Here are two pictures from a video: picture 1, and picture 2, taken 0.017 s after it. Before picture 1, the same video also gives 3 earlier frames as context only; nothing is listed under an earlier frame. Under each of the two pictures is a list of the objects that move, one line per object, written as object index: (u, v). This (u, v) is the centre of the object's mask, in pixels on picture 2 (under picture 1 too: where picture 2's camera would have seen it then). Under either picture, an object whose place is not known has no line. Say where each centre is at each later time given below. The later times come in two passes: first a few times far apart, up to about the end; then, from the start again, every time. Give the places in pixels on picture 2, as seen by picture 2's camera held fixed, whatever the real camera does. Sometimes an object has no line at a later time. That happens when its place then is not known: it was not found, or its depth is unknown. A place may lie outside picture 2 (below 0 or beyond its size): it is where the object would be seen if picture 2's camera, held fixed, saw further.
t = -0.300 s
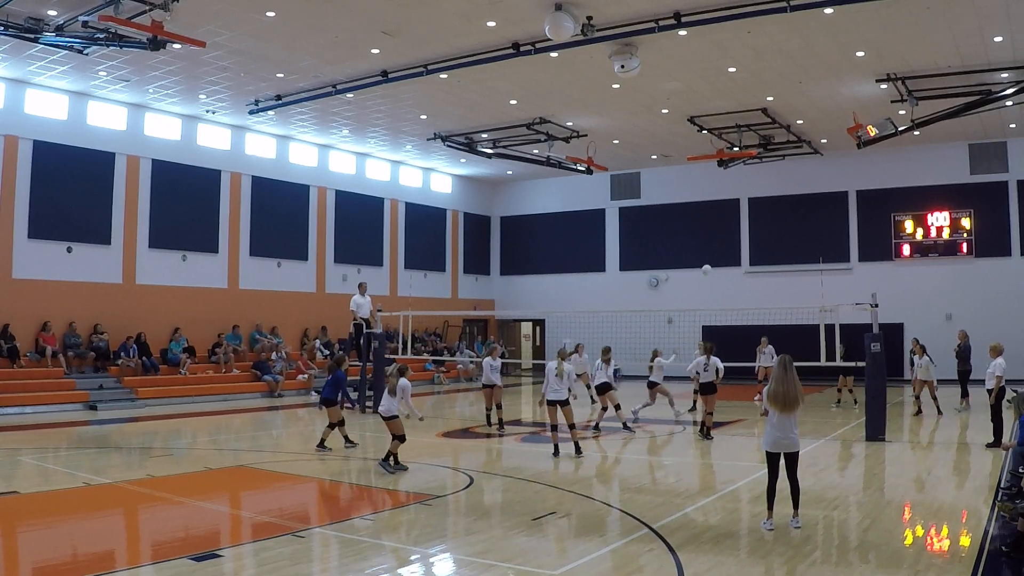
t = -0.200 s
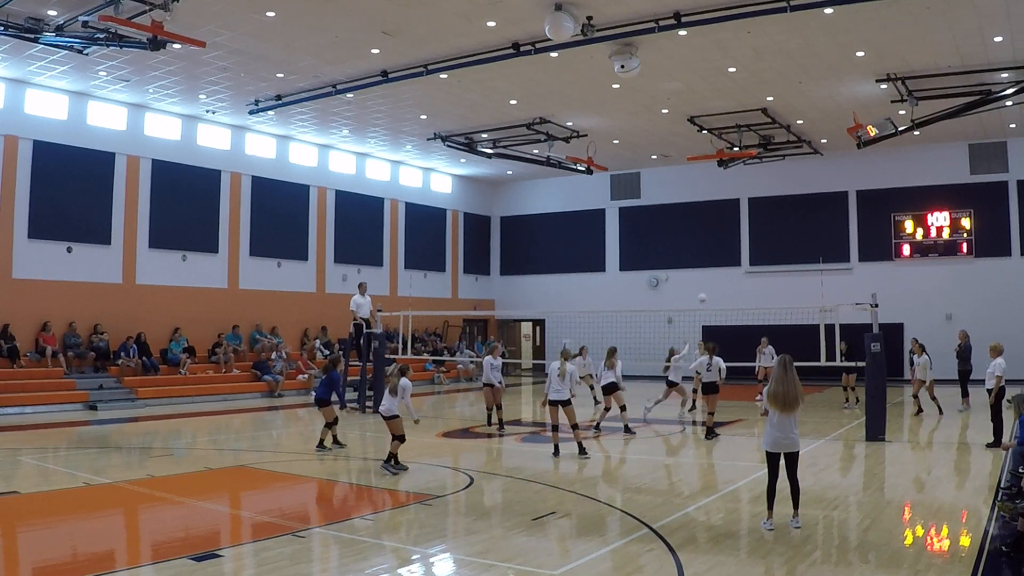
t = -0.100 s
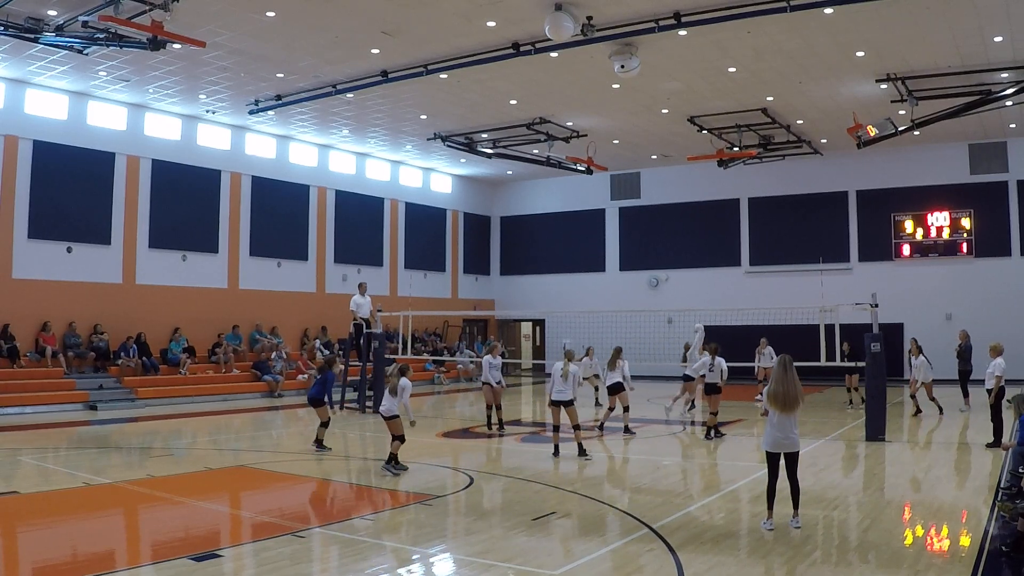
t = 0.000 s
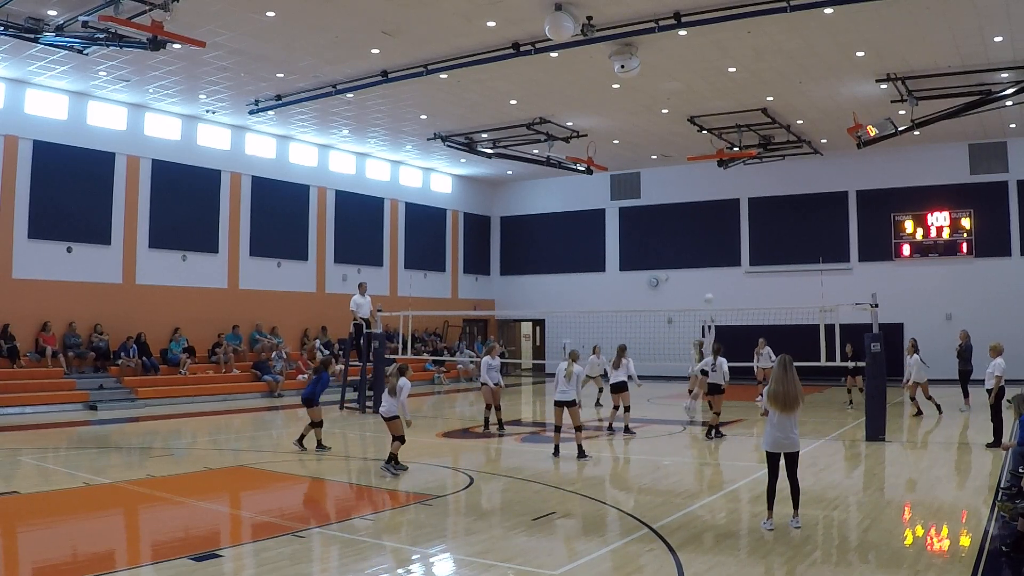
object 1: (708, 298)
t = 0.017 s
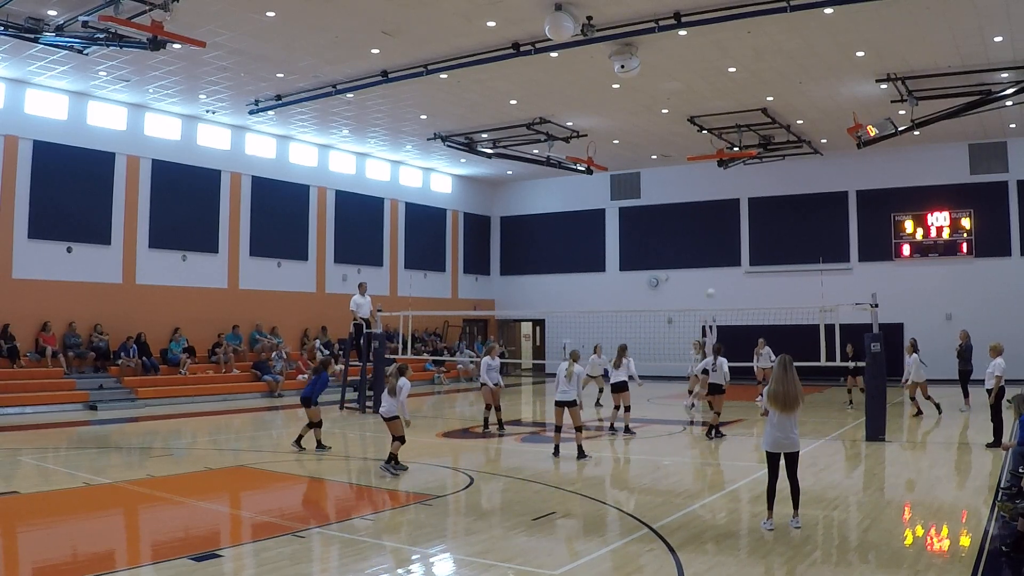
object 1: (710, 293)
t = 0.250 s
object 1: (736, 239)
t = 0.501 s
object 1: (762, 209)
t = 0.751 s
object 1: (789, 210)
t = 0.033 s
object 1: (712, 289)
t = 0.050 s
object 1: (714, 284)
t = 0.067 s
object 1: (716, 279)
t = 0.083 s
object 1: (718, 275)
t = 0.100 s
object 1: (720, 270)
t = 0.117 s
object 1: (722, 266)
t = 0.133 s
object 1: (723, 262)
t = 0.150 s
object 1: (725, 259)
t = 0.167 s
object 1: (727, 255)
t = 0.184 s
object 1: (729, 252)
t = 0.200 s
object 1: (730, 248)
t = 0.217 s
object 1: (732, 245)
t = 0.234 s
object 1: (734, 242)
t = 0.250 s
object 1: (736, 239)
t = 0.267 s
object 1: (737, 236)
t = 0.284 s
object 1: (738, 233)
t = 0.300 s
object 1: (740, 230)
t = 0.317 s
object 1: (742, 227)
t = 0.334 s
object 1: (744, 225)
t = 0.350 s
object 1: (747, 223)
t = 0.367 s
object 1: (749, 221)
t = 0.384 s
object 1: (750, 219)
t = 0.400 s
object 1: (752, 217)
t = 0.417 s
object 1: (753, 216)
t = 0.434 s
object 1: (755, 214)
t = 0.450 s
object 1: (757, 213)
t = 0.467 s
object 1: (759, 211)
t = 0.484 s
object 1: (760, 210)
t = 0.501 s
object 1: (762, 209)
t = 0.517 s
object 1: (764, 208)
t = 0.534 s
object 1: (766, 207)
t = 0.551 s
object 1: (768, 207)
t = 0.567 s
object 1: (769, 206)
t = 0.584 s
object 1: (771, 206)
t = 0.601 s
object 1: (773, 206)
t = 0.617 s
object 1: (775, 206)
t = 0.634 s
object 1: (777, 206)
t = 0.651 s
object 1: (778, 206)
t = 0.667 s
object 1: (780, 206)
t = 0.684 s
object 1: (782, 207)
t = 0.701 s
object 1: (784, 207)
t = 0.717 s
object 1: (786, 208)
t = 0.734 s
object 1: (787, 209)
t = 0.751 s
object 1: (789, 210)
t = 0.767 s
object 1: (791, 211)
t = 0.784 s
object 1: (793, 212)
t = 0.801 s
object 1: (795, 213)
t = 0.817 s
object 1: (796, 215)
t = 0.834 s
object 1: (798, 216)
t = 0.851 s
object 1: (800, 218)
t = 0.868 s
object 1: (802, 220)
